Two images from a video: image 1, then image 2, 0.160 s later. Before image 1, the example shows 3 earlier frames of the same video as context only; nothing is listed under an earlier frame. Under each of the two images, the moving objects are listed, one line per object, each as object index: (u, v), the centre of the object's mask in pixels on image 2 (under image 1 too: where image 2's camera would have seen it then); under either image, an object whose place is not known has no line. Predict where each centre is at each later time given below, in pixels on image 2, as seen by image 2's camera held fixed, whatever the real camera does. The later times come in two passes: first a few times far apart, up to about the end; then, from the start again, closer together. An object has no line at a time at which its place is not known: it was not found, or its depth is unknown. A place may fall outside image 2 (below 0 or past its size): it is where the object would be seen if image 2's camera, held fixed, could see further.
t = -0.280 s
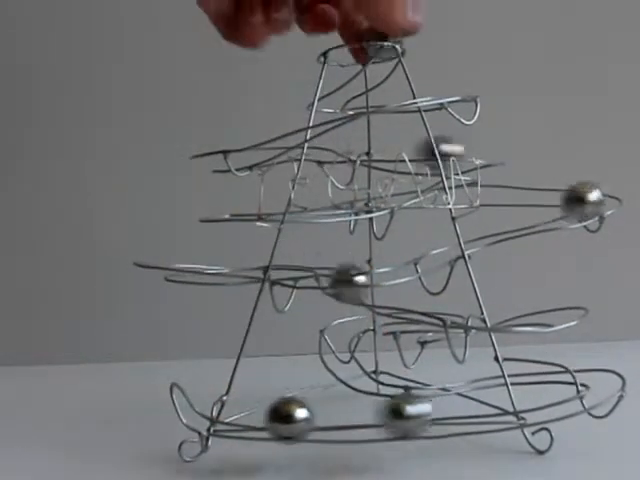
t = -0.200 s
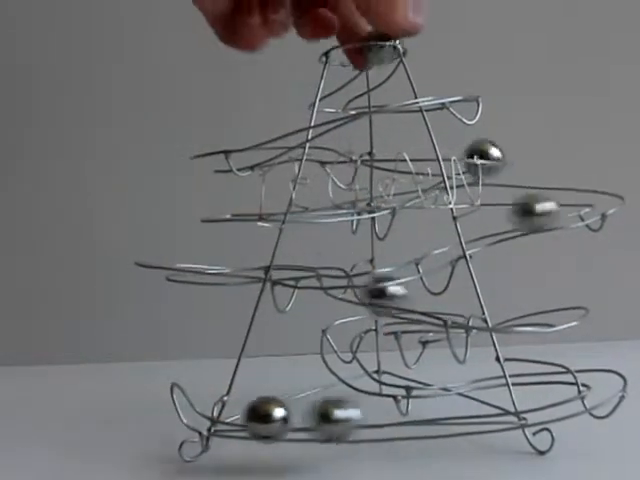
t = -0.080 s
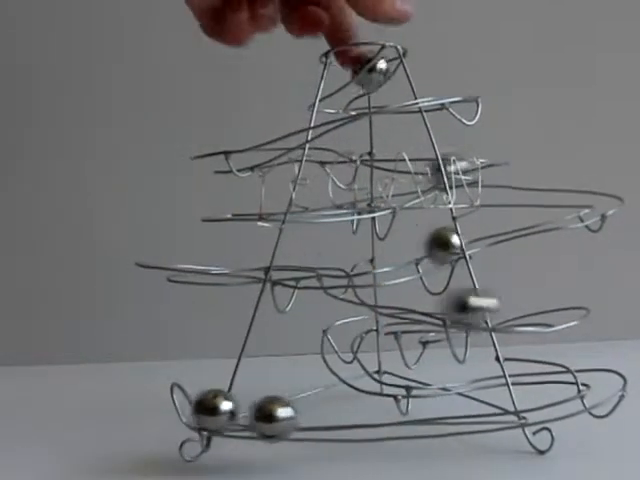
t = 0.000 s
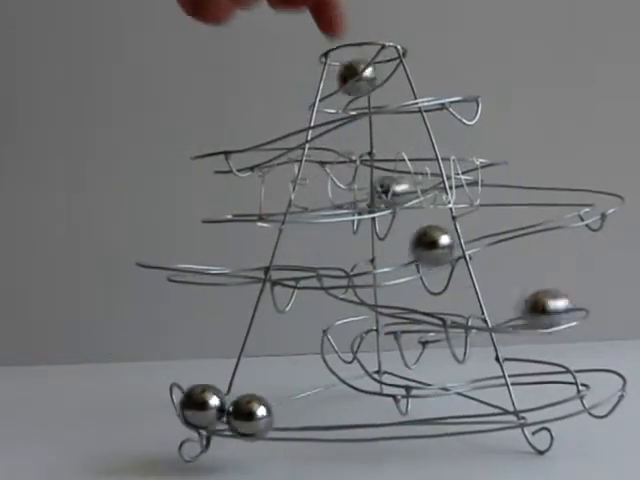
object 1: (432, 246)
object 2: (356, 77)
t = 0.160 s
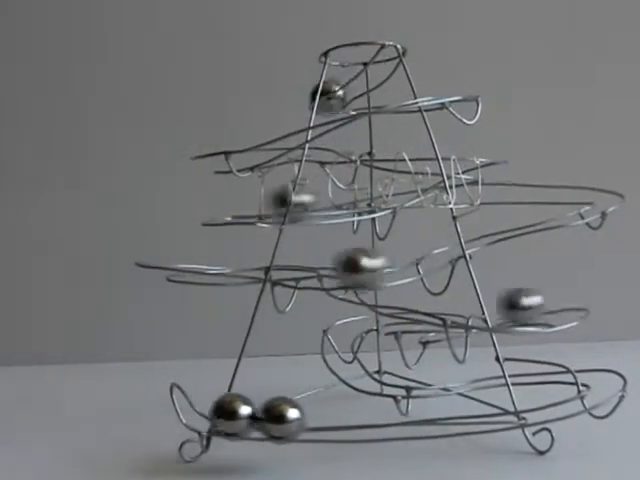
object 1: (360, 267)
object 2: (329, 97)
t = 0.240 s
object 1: (321, 265)
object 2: (334, 99)
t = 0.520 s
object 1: (235, 263)
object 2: (422, 88)
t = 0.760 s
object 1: (163, 263)
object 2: (457, 83)
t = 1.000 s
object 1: (160, 260)
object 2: (429, 84)
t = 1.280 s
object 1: (236, 257)
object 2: (250, 149)
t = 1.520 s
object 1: (323, 256)
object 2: (287, 145)
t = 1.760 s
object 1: (362, 290)
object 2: (369, 144)
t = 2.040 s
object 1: (563, 305)
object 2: (464, 162)
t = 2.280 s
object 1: (445, 314)
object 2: (313, 201)
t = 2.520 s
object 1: (434, 311)
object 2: (218, 204)
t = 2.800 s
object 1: (396, 304)
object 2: (331, 197)
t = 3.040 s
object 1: (339, 334)
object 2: (411, 187)
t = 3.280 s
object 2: (478, 189)
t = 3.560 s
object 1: (584, 360)
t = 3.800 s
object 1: (533, 400)
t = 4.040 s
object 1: (422, 415)
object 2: (474, 229)
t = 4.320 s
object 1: (393, 417)
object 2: (351, 267)
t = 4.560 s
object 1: (387, 417)
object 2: (278, 265)
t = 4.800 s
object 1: (387, 417)
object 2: (179, 266)
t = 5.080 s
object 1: (387, 418)
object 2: (158, 260)
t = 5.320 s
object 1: (387, 418)
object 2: (205, 256)
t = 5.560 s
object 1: (387, 418)
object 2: (307, 254)
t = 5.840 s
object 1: (387, 418)
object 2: (356, 286)
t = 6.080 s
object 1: (376, 419)
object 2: (522, 308)
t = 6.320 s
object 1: (376, 419)
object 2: (479, 306)
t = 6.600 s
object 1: (376, 419)
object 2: (430, 310)
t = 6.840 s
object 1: (376, 419)
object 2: (421, 302)
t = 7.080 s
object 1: (376, 419)
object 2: (341, 325)
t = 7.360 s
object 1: (377, 419)
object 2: (396, 377)
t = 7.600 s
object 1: (377, 419)
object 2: (552, 362)
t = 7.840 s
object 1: (377, 418)
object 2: (590, 381)
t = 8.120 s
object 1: (375, 419)
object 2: (473, 410)
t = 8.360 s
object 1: (375, 419)
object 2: (486, 409)
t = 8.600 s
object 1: (375, 419)
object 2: (472, 410)
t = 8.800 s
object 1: (375, 419)
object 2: (472, 411)
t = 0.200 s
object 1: (335, 264)
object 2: (327, 99)
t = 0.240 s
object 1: (321, 265)
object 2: (334, 99)
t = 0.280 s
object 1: (312, 266)
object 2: (341, 99)
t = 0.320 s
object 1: (304, 267)
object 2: (357, 98)
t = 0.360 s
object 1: (296, 268)
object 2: (373, 96)
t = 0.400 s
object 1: (287, 266)
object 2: (385, 93)
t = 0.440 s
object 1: (271, 264)
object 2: (396, 92)
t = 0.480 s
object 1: (252, 262)
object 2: (409, 90)
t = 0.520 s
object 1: (235, 263)
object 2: (422, 88)
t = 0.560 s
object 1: (218, 264)
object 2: (434, 87)
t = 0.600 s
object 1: (200, 265)
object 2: (442, 85)
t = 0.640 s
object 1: (187, 267)
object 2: (449, 85)
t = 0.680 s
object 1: (176, 267)
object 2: (453, 84)
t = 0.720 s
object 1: (169, 265)
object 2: (457, 84)
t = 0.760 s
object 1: (163, 263)
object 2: (457, 83)
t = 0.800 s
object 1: (160, 261)
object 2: (458, 82)
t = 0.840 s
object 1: (158, 261)
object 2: (458, 82)
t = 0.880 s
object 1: (157, 261)
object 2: (455, 81)
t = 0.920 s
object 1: (156, 261)
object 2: (450, 81)
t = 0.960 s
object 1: (158, 261)
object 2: (441, 82)
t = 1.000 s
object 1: (160, 260)
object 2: (429, 84)
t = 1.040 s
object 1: (164, 260)
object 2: (411, 87)
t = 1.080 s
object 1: (172, 258)
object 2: (390, 91)
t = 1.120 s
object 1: (179, 257)
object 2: (365, 96)
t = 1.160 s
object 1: (189, 256)
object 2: (338, 104)
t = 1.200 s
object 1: (202, 256)
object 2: (308, 118)
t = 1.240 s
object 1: (217, 257)
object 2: (279, 132)
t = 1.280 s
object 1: (236, 257)
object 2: (250, 149)
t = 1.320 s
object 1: (255, 256)
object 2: (224, 153)
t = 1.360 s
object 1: (270, 255)
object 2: (212, 155)
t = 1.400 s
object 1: (287, 255)
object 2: (215, 155)
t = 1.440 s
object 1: (303, 256)
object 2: (236, 154)
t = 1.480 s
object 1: (315, 256)
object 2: (263, 150)
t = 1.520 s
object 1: (323, 256)
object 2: (287, 145)
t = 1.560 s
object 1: (330, 257)
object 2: (308, 145)
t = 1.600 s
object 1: (335, 263)
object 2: (322, 146)
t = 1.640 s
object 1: (337, 270)
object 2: (329, 147)
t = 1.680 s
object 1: (340, 279)
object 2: (338, 149)
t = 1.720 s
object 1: (349, 285)
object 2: (349, 146)
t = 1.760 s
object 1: (362, 290)
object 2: (369, 144)
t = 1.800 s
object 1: (380, 292)
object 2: (390, 145)
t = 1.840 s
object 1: (404, 297)
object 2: (418, 146)
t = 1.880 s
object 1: (429, 301)
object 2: (452, 146)
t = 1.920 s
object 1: (460, 305)
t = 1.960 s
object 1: (502, 308)
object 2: (485, 159)
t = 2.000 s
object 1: (539, 307)
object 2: (482, 160)
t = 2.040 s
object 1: (563, 305)
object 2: (464, 162)
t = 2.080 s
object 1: (566, 303)
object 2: (431, 172)
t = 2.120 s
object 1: (552, 305)
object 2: (403, 187)
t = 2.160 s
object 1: (526, 304)
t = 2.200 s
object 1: (502, 305)
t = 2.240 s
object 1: (467, 310)
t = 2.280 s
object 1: (445, 314)
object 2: (313, 201)
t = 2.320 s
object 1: (414, 326)
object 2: (284, 201)
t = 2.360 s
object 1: (405, 326)
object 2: (255, 202)
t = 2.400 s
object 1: (408, 322)
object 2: (232, 210)
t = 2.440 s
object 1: (412, 313)
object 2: (218, 205)
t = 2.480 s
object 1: (423, 311)
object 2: (214, 206)
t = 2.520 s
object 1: (434, 311)
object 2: (218, 204)
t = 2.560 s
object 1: (443, 309)
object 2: (229, 203)
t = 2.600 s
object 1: (449, 308)
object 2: (244, 201)
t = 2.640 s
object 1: (447, 306)
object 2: (259, 203)
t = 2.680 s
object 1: (439, 304)
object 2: (274, 201)
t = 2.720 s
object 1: (427, 302)
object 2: (294, 200)
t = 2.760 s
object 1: (412, 300)
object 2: (313, 198)
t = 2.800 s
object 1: (396, 304)
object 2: (331, 197)
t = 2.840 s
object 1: (378, 307)
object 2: (349, 196)
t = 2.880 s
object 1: (361, 312)
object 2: (363, 194)
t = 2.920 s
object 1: (350, 319)
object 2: (376, 192)
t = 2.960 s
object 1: (342, 324)
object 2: (389, 189)
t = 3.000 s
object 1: (338, 328)
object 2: (401, 189)
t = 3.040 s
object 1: (339, 334)
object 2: (411, 187)
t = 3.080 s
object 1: (340, 344)
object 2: (423, 189)
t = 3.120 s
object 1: (344, 352)
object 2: (433, 189)
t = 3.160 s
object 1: (352, 359)
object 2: (447, 190)
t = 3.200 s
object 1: (363, 368)
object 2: (463, 188)
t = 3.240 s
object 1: (389, 375)
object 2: (467, 188)
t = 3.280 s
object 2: (478, 189)
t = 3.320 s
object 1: (451, 371)
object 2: (487, 189)
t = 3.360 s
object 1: (477, 369)
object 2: (497, 187)
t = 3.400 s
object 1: (503, 364)
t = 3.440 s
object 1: (528, 363)
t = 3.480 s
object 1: (549, 361)
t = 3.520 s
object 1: (568, 361)
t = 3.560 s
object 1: (584, 360)
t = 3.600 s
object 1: (594, 361)
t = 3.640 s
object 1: (602, 366)
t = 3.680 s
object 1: (601, 374)
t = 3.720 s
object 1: (587, 382)
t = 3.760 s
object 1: (564, 393)
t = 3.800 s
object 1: (533, 400)
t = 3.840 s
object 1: (502, 407)
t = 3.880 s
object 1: (468, 410)
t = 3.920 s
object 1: (434, 414)
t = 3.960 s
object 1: (431, 415)
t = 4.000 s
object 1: (427, 415)
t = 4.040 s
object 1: (422, 415)
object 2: (474, 229)
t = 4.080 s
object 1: (416, 415)
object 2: (443, 245)
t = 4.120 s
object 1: (410, 415)
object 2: (437, 244)
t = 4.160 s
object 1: (404, 416)
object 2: (431, 246)
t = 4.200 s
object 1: (399, 417)
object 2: (419, 250)
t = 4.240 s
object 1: (394, 417)
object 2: (404, 254)
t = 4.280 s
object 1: (390, 417)
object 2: (382, 261)
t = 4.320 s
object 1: (393, 417)
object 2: (351, 267)
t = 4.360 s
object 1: (394, 416)
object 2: (330, 265)
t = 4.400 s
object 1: (393, 417)
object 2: (317, 265)
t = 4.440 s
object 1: (392, 417)
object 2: (308, 266)
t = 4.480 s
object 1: (389, 417)
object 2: (299, 261)
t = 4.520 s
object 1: (387, 417)
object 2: (292, 267)
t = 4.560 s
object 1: (387, 417)
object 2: (278, 265)
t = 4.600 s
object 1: (387, 417)
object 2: (259, 260)
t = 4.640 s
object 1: (387, 417)
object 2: (242, 259)
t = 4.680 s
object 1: (387, 417)
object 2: (224, 259)
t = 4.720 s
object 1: (387, 417)
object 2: (208, 259)
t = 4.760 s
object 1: (387, 417)
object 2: (191, 266)
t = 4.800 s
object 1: (387, 417)
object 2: (179, 266)
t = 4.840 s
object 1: (387, 417)
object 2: (171, 265)
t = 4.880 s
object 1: (387, 417)
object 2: (164, 262)
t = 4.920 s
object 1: (387, 418)
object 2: (160, 261)
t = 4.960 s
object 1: (387, 418)
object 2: (158, 260)
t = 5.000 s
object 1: (387, 417)
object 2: (157, 260)
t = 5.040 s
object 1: (387, 418)
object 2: (157, 260)
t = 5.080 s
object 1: (387, 418)
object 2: (158, 260)
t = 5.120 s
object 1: (387, 418)
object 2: (160, 259)
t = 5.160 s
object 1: (387, 418)
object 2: (165, 259)
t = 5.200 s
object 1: (387, 419)
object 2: (172, 258)
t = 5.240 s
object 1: (387, 418)
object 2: (181, 257)
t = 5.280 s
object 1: (387, 418)
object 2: (192, 255)
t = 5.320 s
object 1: (387, 418)
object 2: (205, 256)
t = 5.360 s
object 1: (387, 418)
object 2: (221, 255)
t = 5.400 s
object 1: (387, 418)
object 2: (238, 257)
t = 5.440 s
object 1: (387, 417)
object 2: (256, 255)
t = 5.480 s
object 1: (387, 418)
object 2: (274, 254)
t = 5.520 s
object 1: (387, 417)
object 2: (292, 254)
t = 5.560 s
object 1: (387, 418)
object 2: (307, 254)
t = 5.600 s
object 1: (387, 418)
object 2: (317, 255)
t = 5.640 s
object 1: (386, 417)
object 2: (326, 254)
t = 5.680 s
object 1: (387, 417)
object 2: (333, 258)
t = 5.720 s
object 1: (387, 417)
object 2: (337, 268)
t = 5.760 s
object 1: (387, 418)
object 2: (339, 275)
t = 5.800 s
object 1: (387, 418)
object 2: (345, 281)
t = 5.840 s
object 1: (387, 418)
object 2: (356, 286)
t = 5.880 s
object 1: (386, 418)
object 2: (371, 291)
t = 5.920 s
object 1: (386, 418)
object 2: (392, 294)
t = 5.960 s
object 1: (384, 418)
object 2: (417, 300)
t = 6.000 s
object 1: (382, 419)
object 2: (448, 303)
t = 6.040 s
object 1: (378, 418)
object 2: (483, 308)
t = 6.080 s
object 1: (376, 419)
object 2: (522, 308)
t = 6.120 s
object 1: (374, 419)
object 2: (554, 307)
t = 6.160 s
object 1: (374, 419)
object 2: (564, 304)
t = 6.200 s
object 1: (374, 419)
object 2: (560, 304)
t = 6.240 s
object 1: (375, 419)
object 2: (535, 302)
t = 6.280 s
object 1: (375, 419)
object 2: (508, 304)
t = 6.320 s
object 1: (376, 419)
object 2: (479, 306)
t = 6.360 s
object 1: (376, 419)
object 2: (452, 310)
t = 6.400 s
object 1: (376, 418)
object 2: (423, 323)
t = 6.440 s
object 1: (376, 419)
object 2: (406, 328)
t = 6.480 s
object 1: (376, 419)
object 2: (406, 323)
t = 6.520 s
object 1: (376, 419)
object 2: (410, 320)
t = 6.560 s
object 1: (376, 419)
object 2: (417, 317)
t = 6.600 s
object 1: (376, 419)
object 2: (430, 310)
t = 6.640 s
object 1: (376, 419)
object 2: (439, 308)
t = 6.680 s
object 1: (376, 419)
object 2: (446, 308)
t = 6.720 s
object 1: (376, 419)
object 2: (448, 307)
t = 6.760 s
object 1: (377, 419)
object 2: (444, 305)
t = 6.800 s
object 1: (376, 419)
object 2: (434, 302)
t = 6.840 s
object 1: (376, 419)
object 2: (421, 302)
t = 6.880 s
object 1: (377, 419)
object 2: (406, 300)
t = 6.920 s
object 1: (376, 419)
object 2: (390, 304)
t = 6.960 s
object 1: (376, 419)
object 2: (373, 305)
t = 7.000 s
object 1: (377, 419)
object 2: (358, 313)
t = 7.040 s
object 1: (377, 419)
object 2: (348, 320)
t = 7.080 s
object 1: (376, 419)
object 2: (341, 325)
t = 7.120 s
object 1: (377, 419)
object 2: (338, 329)
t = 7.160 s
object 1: (377, 419)
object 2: (337, 337)
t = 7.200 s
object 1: (377, 419)
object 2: (339, 346)
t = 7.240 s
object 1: (377, 419)
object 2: (345, 353)
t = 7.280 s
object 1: (377, 419)
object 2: (353, 361)
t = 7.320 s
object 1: (377, 419)
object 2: (366, 371)
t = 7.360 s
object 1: (377, 419)
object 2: (396, 377)
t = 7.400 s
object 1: (377, 419)
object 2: (432, 372)
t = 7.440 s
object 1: (377, 419)
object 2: (457, 370)
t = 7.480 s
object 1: (377, 419)
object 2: (481, 368)
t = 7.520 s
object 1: (377, 419)
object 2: (508, 363)
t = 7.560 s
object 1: (377, 419)
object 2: (531, 362)
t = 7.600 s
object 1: (377, 419)
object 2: (552, 362)
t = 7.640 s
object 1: (377, 419)
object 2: (569, 361)
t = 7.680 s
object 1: (377, 419)
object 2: (584, 361)
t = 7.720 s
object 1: (377, 418)
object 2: (594, 362)
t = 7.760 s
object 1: (378, 419)
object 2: (602, 366)
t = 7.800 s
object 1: (378, 419)
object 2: (601, 373)
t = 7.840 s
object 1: (377, 418)
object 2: (590, 381)
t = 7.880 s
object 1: (377, 419)
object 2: (568, 391)
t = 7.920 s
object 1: (377, 419)
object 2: (538, 400)
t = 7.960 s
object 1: (378, 419)
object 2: (506, 406)
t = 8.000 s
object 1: (378, 419)
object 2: (476, 410)
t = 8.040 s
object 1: (377, 419)
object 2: (475, 410)
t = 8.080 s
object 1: (376, 419)
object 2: (474, 410)
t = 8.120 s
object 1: (375, 419)
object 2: (473, 410)
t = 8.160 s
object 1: (375, 419)
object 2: (473, 410)
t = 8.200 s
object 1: (374, 419)
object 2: (472, 410)
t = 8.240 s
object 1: (375, 419)
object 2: (478, 410)
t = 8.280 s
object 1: (375, 419)
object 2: (482, 409)
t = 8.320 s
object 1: (375, 419)
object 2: (485, 409)
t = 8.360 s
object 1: (375, 419)
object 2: (486, 409)
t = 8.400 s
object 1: (375, 419)
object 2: (486, 409)
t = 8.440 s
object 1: (375, 419)
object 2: (484, 409)
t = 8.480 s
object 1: (375, 419)
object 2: (481, 409)
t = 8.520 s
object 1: (375, 419)
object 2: (476, 410)
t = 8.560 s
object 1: (375, 419)
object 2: (472, 411)
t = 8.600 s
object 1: (375, 419)
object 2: (472, 410)
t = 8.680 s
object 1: (375, 419)
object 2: (472, 410)
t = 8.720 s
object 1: (375, 419)
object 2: (472, 411)
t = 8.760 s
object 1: (375, 419)
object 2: (472, 411)
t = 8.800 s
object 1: (375, 419)
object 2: (472, 411)
